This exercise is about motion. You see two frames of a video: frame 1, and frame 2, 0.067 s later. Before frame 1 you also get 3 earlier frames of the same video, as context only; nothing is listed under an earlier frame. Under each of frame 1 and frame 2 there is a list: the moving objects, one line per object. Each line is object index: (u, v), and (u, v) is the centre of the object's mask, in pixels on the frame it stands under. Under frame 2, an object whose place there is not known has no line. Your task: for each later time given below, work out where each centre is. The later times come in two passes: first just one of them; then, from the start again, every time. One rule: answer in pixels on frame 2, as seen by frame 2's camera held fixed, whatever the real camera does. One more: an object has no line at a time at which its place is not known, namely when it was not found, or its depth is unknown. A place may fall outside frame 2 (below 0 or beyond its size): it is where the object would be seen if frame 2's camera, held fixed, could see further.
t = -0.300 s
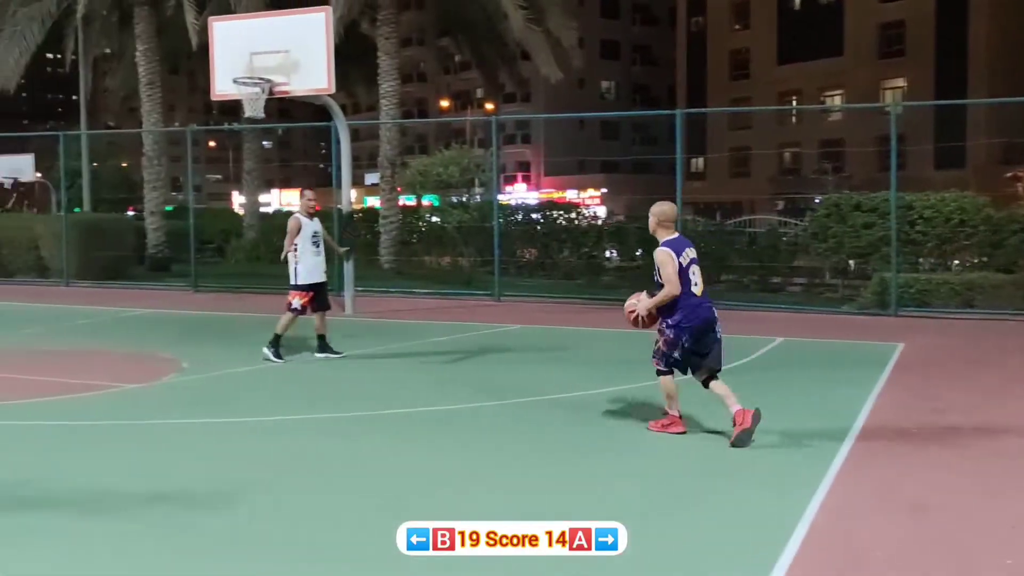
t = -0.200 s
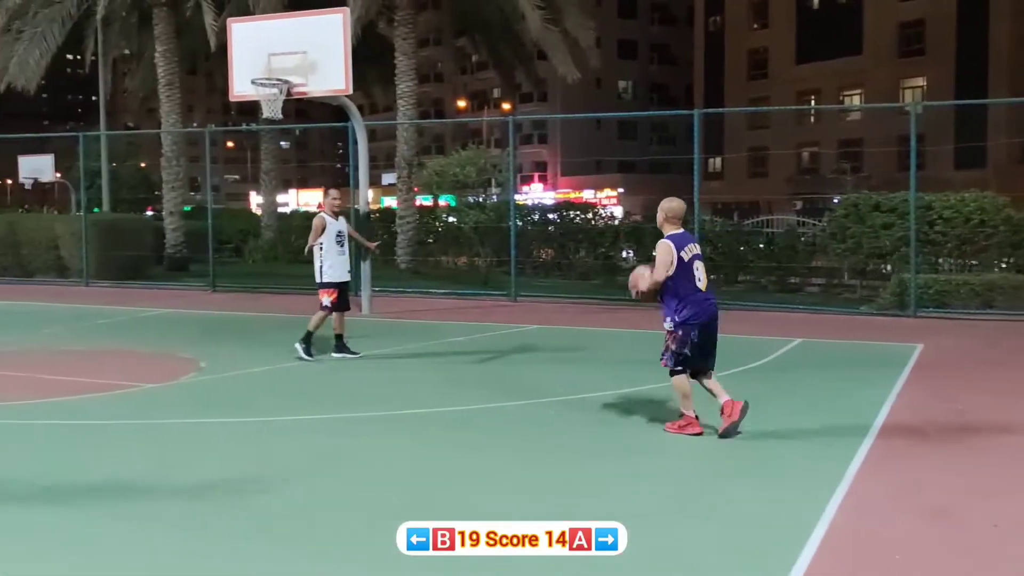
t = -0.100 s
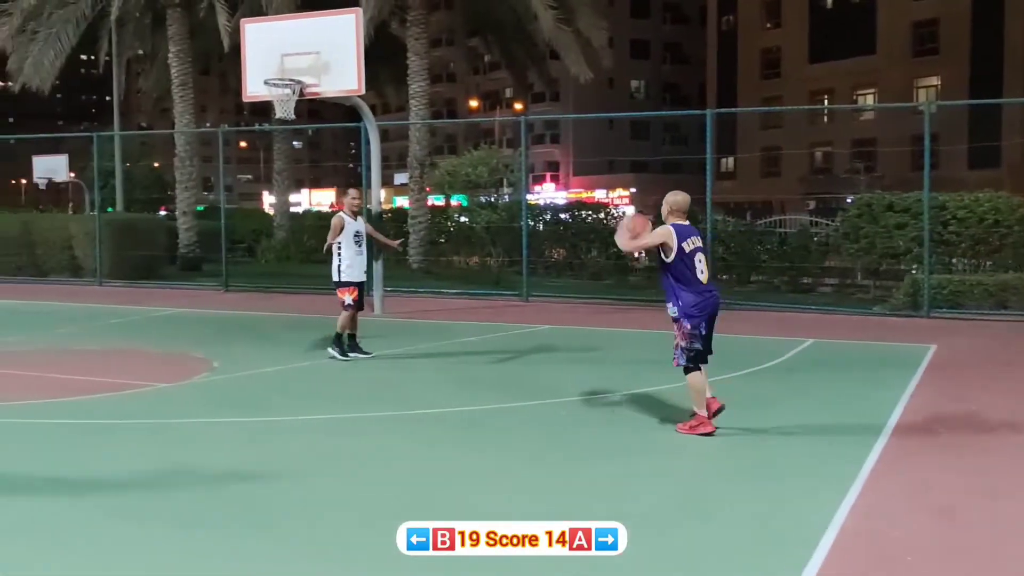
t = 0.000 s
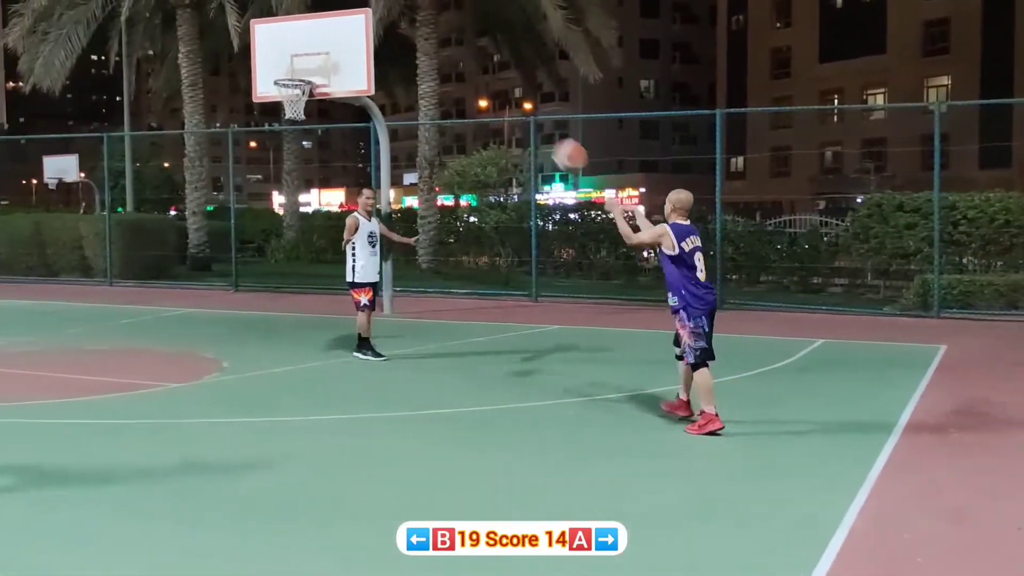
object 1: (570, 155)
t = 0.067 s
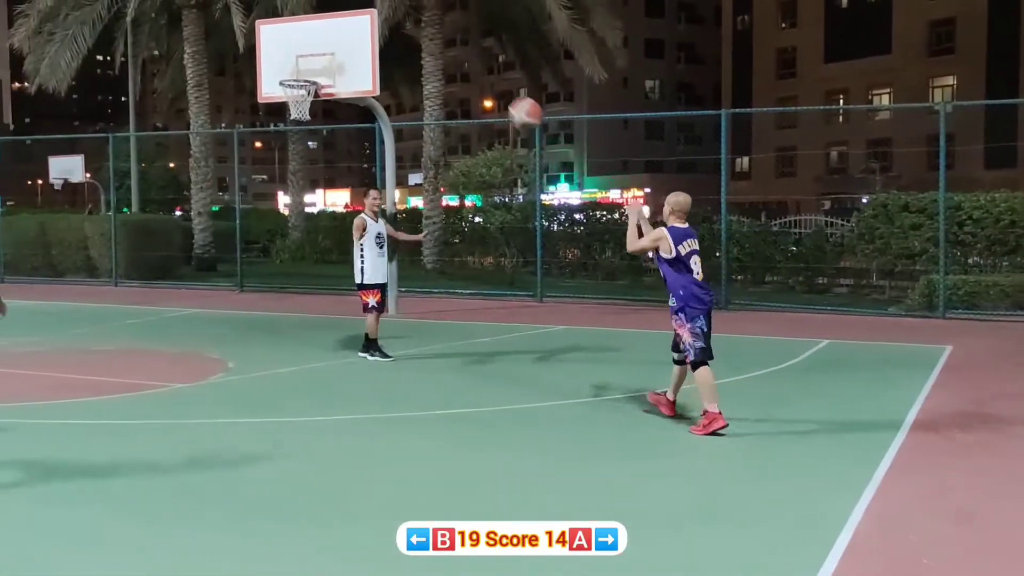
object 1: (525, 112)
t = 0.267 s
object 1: (398, 33)
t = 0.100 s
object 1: (502, 94)
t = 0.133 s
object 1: (479, 78)
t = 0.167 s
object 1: (458, 65)
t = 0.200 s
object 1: (437, 52)
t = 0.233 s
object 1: (417, 41)
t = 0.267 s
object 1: (398, 33)
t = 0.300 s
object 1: (381, 26)
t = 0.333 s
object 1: (363, 19)
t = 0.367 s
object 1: (345, 14)
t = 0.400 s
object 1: (328, 11)
